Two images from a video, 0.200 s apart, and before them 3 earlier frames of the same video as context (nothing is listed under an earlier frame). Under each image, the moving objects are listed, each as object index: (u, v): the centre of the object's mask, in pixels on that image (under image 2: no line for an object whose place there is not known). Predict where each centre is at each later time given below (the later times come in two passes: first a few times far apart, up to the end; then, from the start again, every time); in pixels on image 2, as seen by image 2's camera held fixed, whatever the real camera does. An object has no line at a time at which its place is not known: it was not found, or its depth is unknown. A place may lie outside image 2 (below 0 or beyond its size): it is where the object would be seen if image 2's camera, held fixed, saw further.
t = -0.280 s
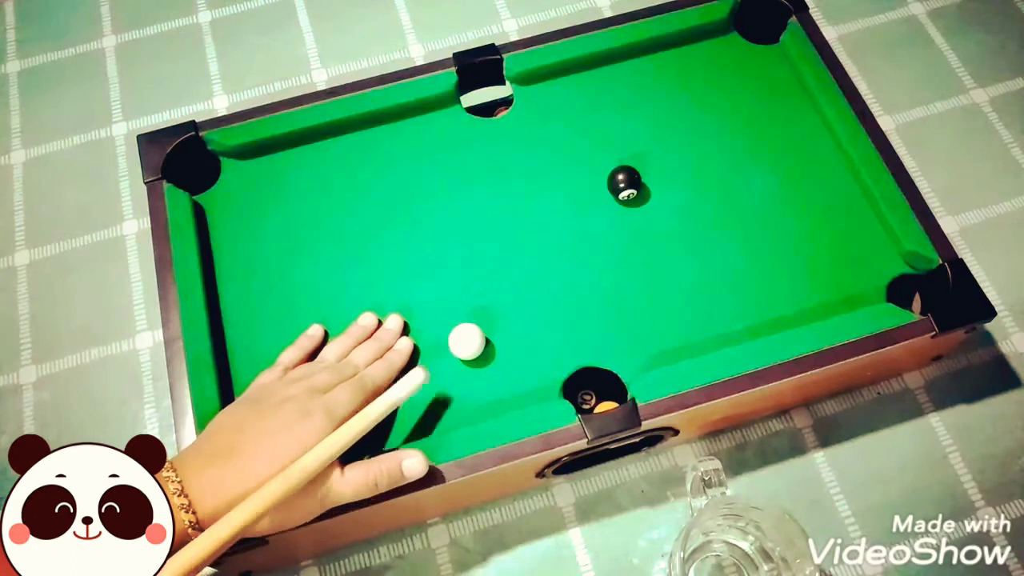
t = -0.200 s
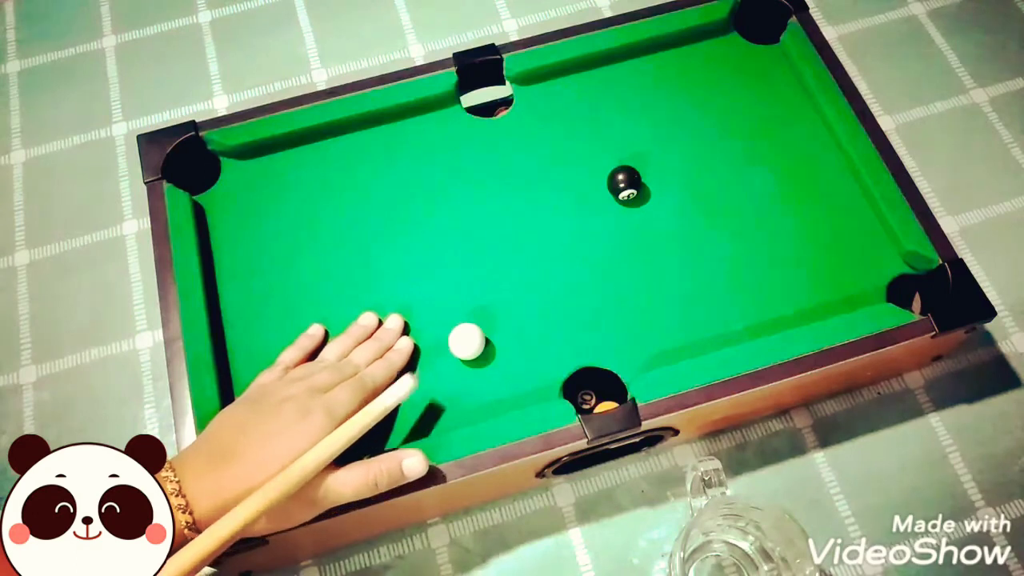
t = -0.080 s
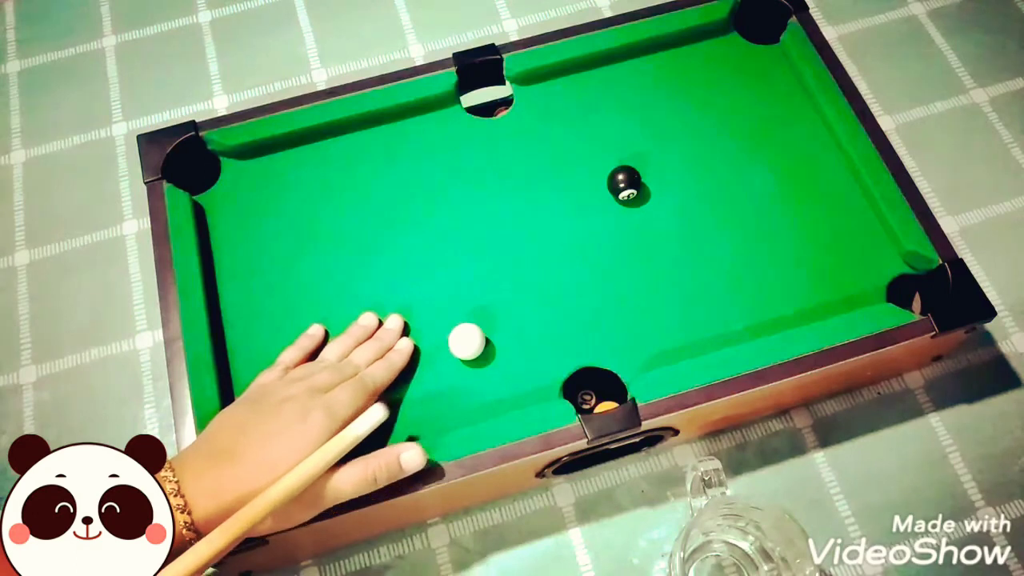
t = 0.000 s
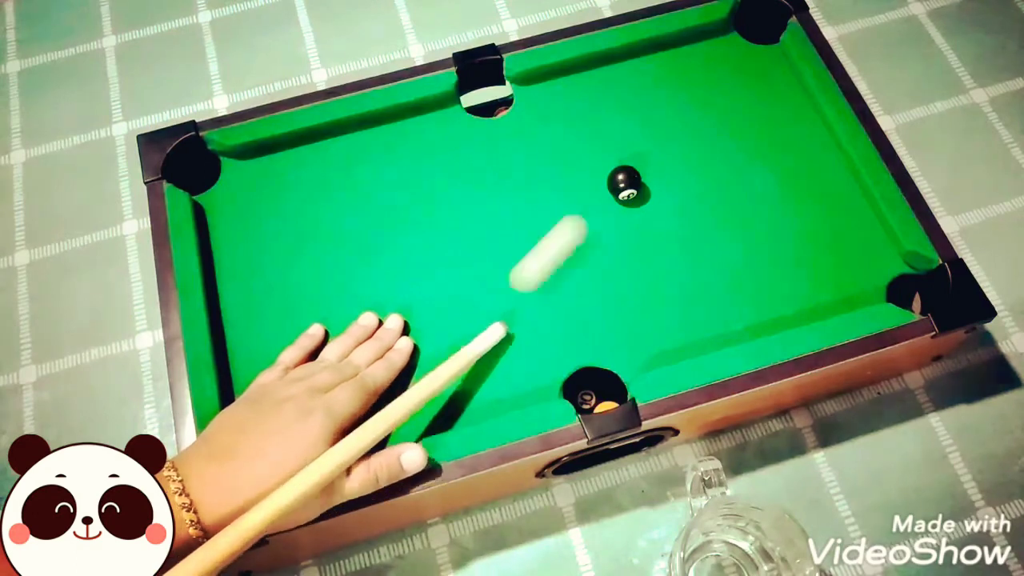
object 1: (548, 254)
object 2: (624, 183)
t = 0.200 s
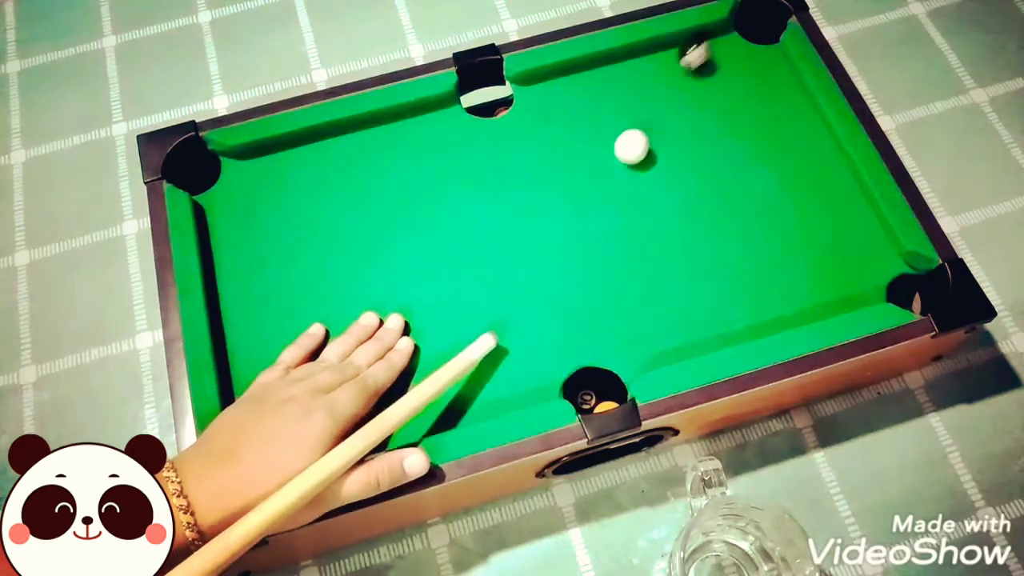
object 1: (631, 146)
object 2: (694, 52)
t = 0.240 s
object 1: (639, 139)
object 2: (678, 70)
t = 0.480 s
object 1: (665, 159)
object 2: (635, 108)
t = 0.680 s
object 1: (679, 174)
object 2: (635, 111)
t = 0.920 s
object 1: (682, 175)
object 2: (635, 111)
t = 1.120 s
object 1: (681, 175)
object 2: (635, 111)
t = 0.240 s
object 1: (639, 139)
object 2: (678, 70)
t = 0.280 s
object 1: (645, 132)
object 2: (663, 85)
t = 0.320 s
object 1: (651, 129)
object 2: (653, 98)
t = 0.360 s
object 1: (655, 137)
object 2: (645, 103)
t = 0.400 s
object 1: (658, 146)
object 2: (639, 106)
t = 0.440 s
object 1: (662, 153)
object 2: (636, 107)
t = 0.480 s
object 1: (665, 159)
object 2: (635, 108)
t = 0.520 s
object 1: (669, 164)
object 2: (635, 109)
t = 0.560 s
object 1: (672, 168)
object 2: (635, 110)
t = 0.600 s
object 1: (674, 171)
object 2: (635, 110)
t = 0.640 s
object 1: (677, 173)
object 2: (635, 111)
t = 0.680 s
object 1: (679, 174)
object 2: (635, 111)
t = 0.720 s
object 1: (681, 175)
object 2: (635, 111)
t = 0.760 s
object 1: (682, 175)
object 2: (635, 111)
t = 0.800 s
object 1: (682, 175)
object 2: (635, 111)
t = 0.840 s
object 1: (682, 175)
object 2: (635, 111)
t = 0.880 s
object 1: (682, 175)
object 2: (635, 111)
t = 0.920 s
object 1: (682, 175)
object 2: (635, 111)
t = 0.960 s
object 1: (681, 175)
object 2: (635, 111)
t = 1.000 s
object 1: (682, 175)
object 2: (635, 111)
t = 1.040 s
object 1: (681, 175)
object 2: (635, 111)
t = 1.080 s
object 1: (681, 175)
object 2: (635, 110)
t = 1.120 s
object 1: (681, 175)
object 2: (635, 111)
